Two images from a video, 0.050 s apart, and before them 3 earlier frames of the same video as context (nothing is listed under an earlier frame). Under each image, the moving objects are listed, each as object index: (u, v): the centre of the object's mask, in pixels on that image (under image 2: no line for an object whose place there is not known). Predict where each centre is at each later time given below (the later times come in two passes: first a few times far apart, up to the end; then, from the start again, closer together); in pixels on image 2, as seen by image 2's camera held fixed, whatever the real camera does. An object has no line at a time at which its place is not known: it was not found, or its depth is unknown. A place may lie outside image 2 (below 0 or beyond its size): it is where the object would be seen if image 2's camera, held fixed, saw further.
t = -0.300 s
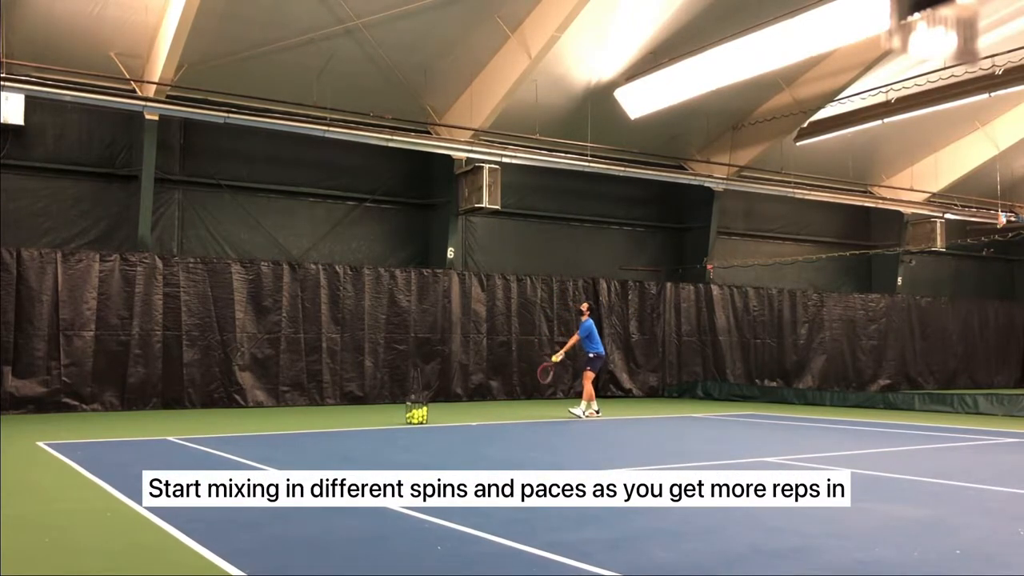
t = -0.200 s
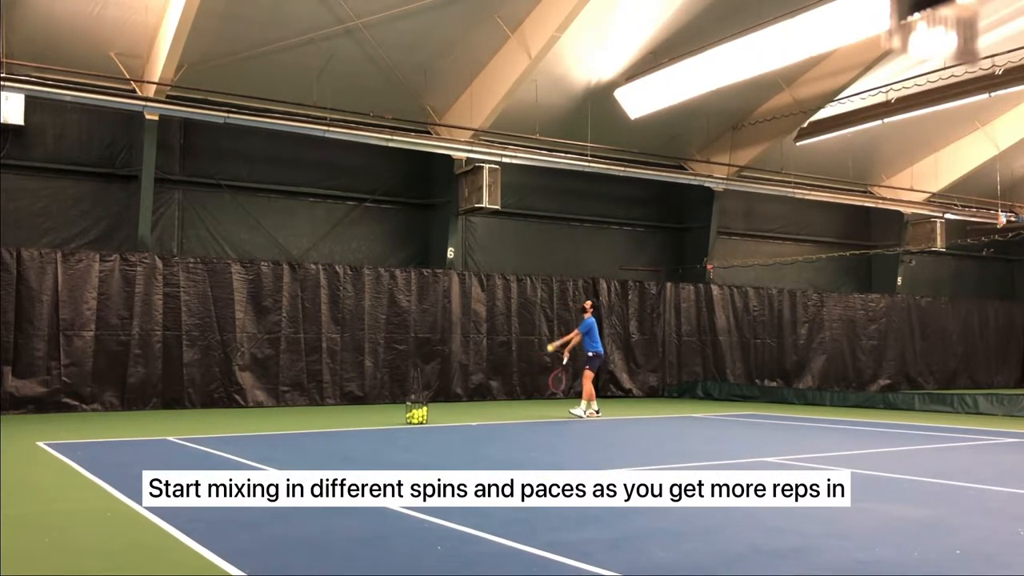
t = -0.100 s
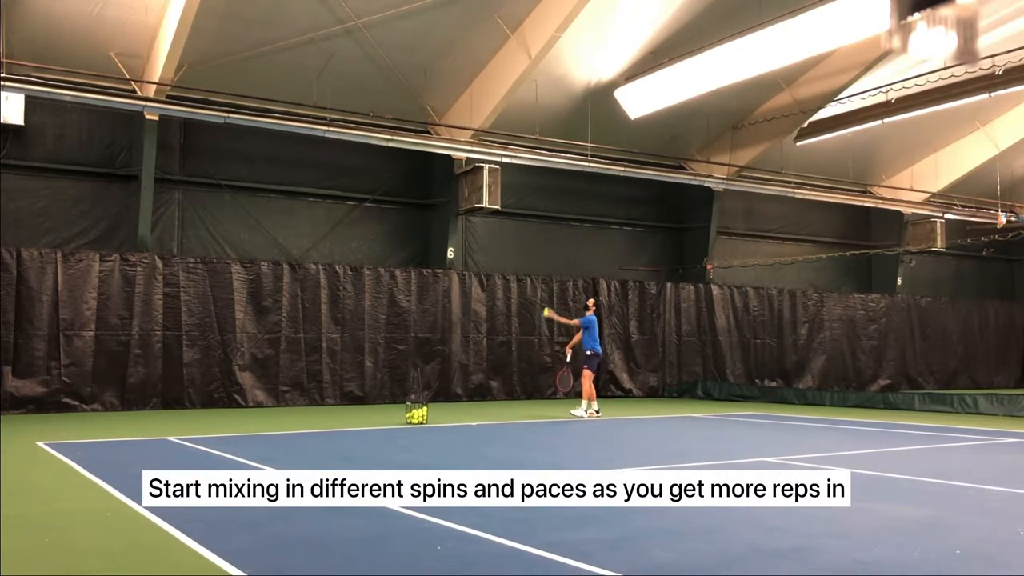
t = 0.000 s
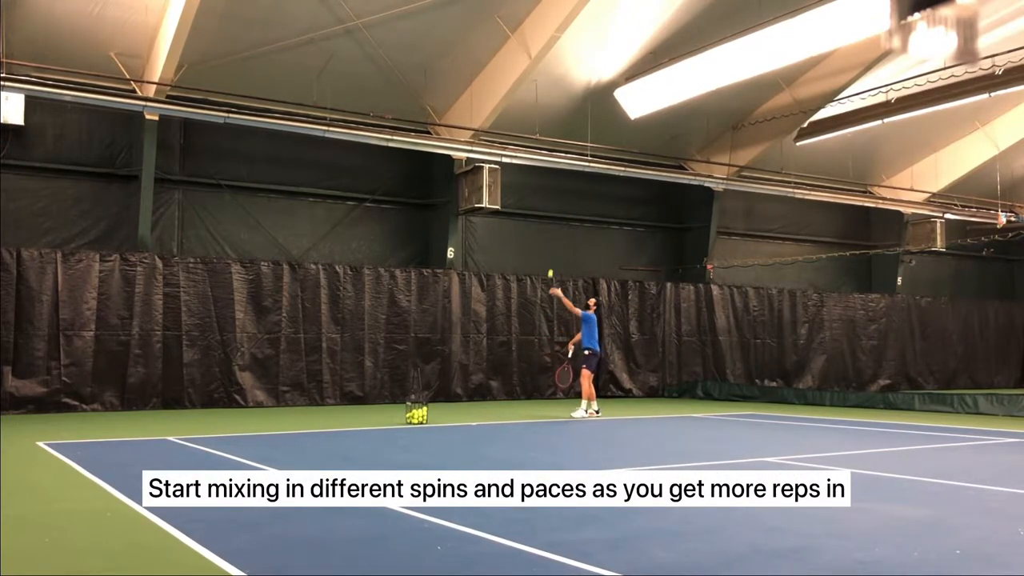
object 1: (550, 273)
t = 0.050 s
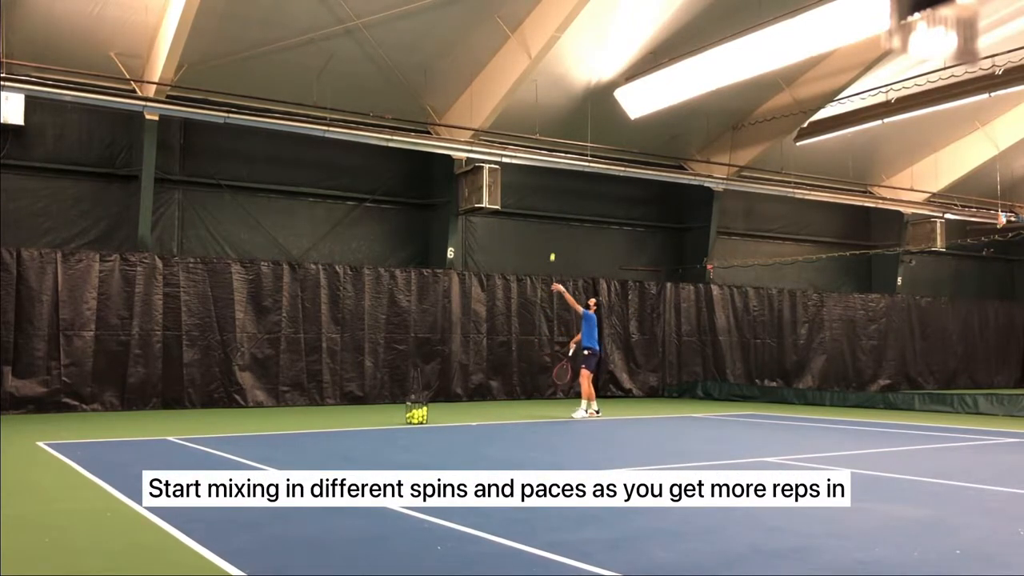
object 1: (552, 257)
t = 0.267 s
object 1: (561, 204)
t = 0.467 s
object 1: (569, 182)
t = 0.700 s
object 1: (579, 187)
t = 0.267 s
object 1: (561, 204)
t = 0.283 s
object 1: (562, 201)
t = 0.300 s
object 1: (563, 198)
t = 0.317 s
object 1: (564, 196)
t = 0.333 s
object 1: (564, 194)
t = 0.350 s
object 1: (565, 192)
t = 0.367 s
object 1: (566, 190)
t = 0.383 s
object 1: (566, 188)
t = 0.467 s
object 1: (569, 182)
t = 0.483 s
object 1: (570, 181)
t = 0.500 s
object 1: (571, 181)
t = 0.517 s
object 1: (572, 180)
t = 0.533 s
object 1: (572, 180)
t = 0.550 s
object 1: (573, 180)
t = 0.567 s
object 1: (574, 180)
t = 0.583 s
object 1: (574, 180)
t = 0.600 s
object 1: (575, 181)
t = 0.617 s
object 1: (576, 181)
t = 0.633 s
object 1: (576, 182)
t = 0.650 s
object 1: (577, 183)
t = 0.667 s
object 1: (578, 184)
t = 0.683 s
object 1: (579, 185)
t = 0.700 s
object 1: (579, 187)
